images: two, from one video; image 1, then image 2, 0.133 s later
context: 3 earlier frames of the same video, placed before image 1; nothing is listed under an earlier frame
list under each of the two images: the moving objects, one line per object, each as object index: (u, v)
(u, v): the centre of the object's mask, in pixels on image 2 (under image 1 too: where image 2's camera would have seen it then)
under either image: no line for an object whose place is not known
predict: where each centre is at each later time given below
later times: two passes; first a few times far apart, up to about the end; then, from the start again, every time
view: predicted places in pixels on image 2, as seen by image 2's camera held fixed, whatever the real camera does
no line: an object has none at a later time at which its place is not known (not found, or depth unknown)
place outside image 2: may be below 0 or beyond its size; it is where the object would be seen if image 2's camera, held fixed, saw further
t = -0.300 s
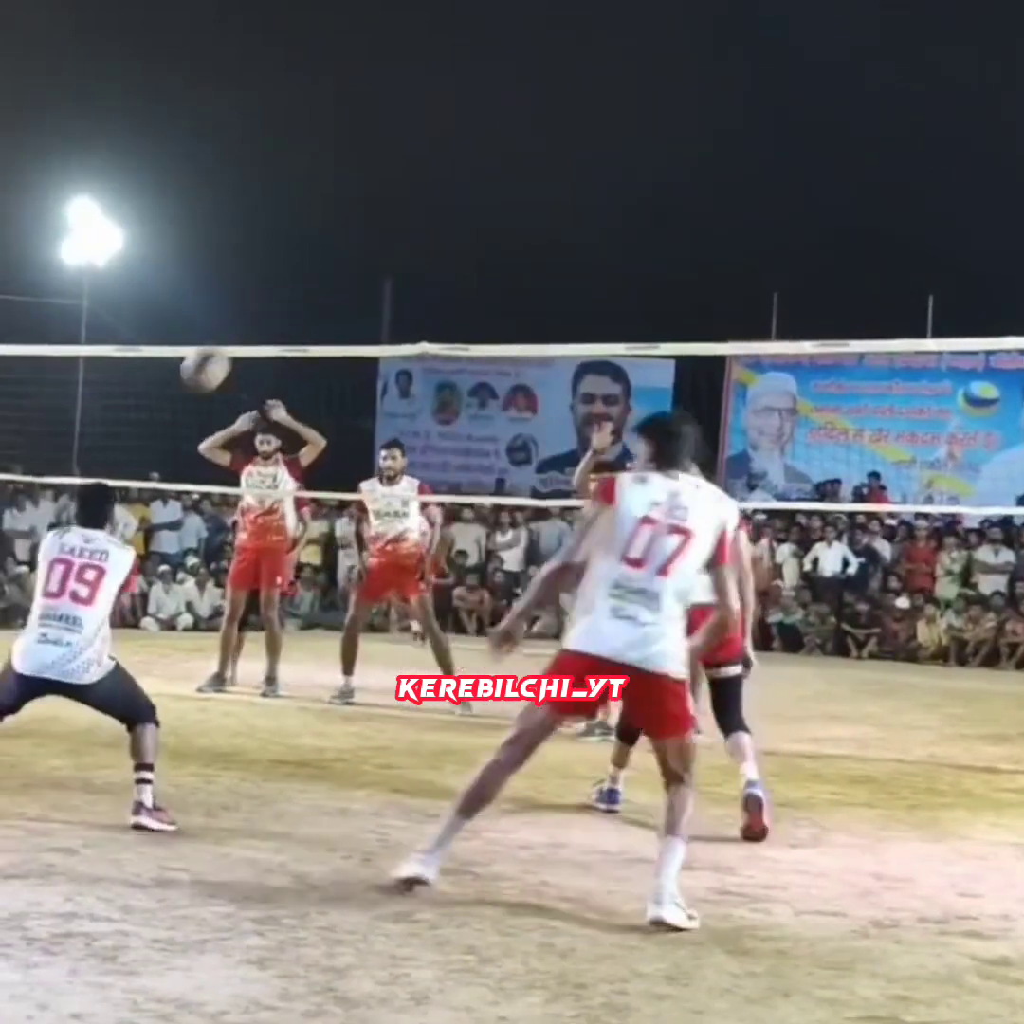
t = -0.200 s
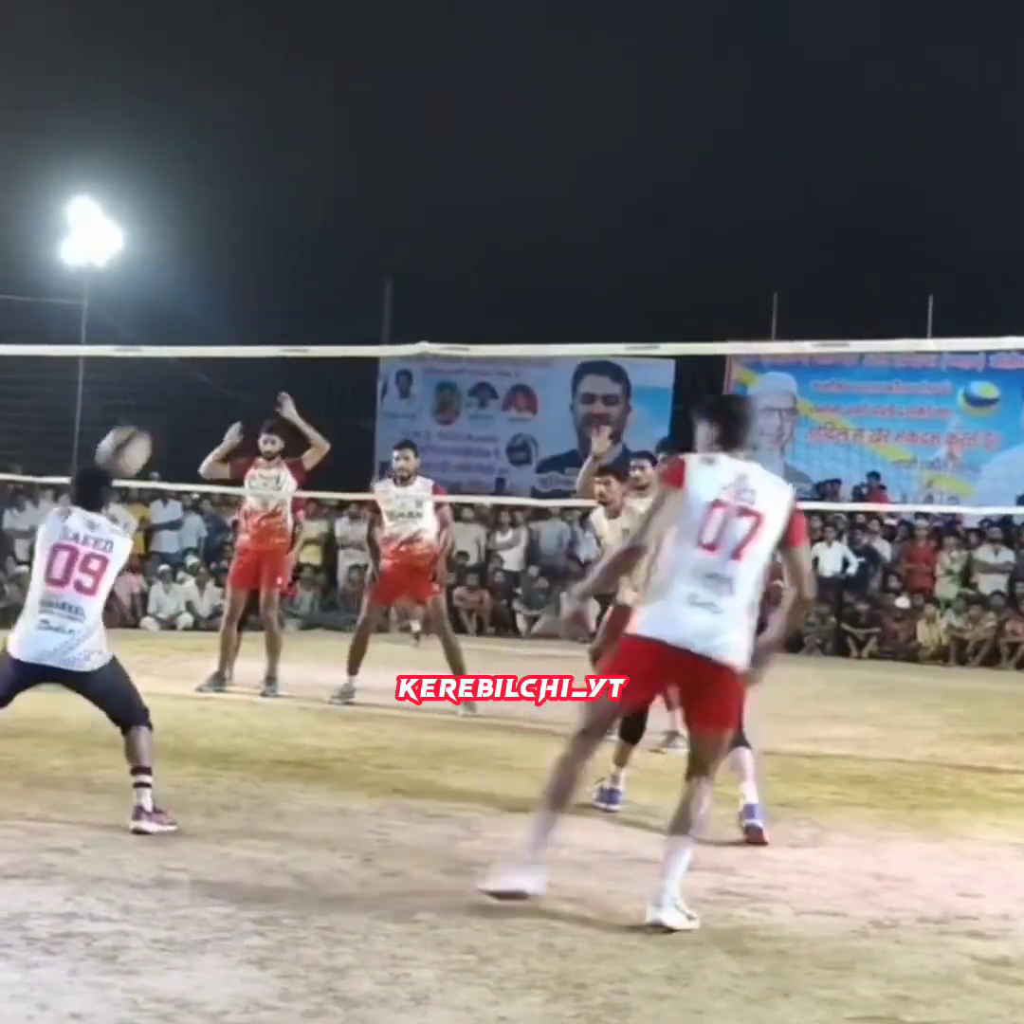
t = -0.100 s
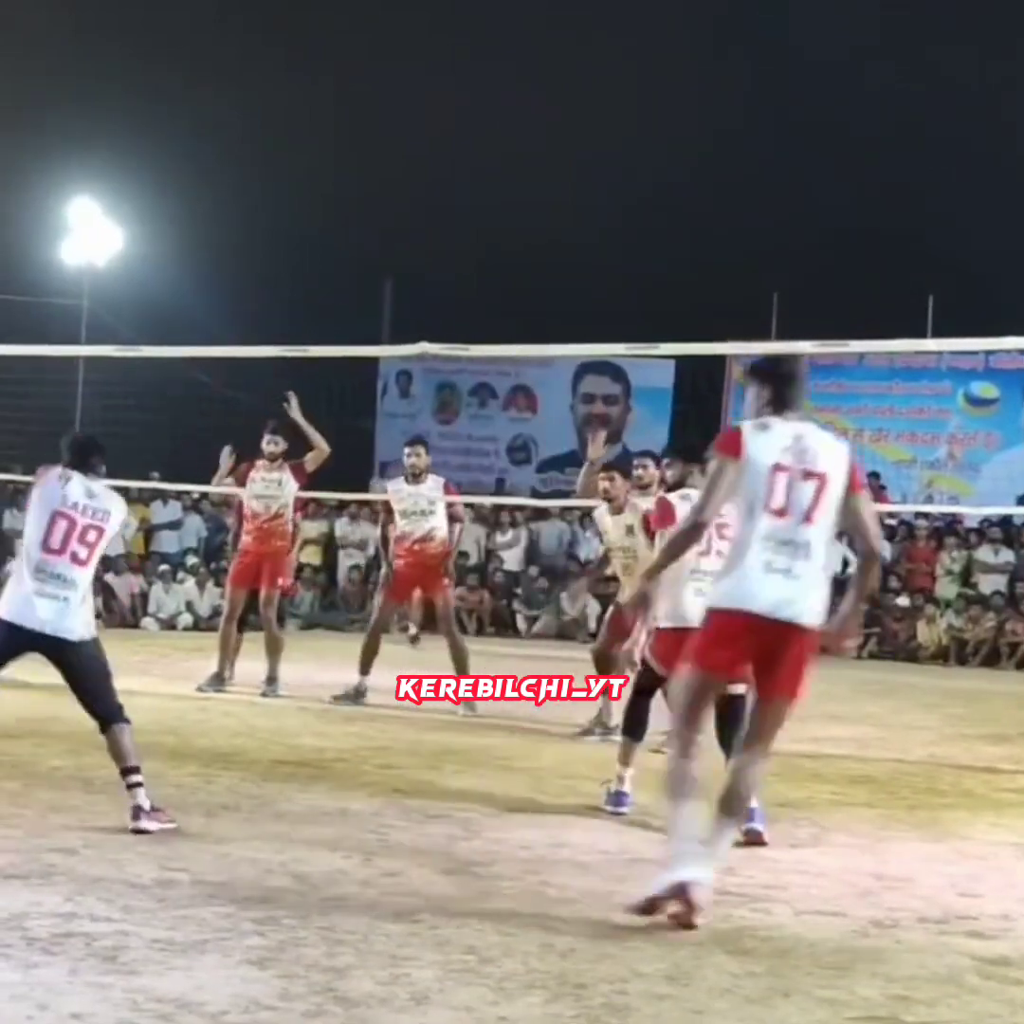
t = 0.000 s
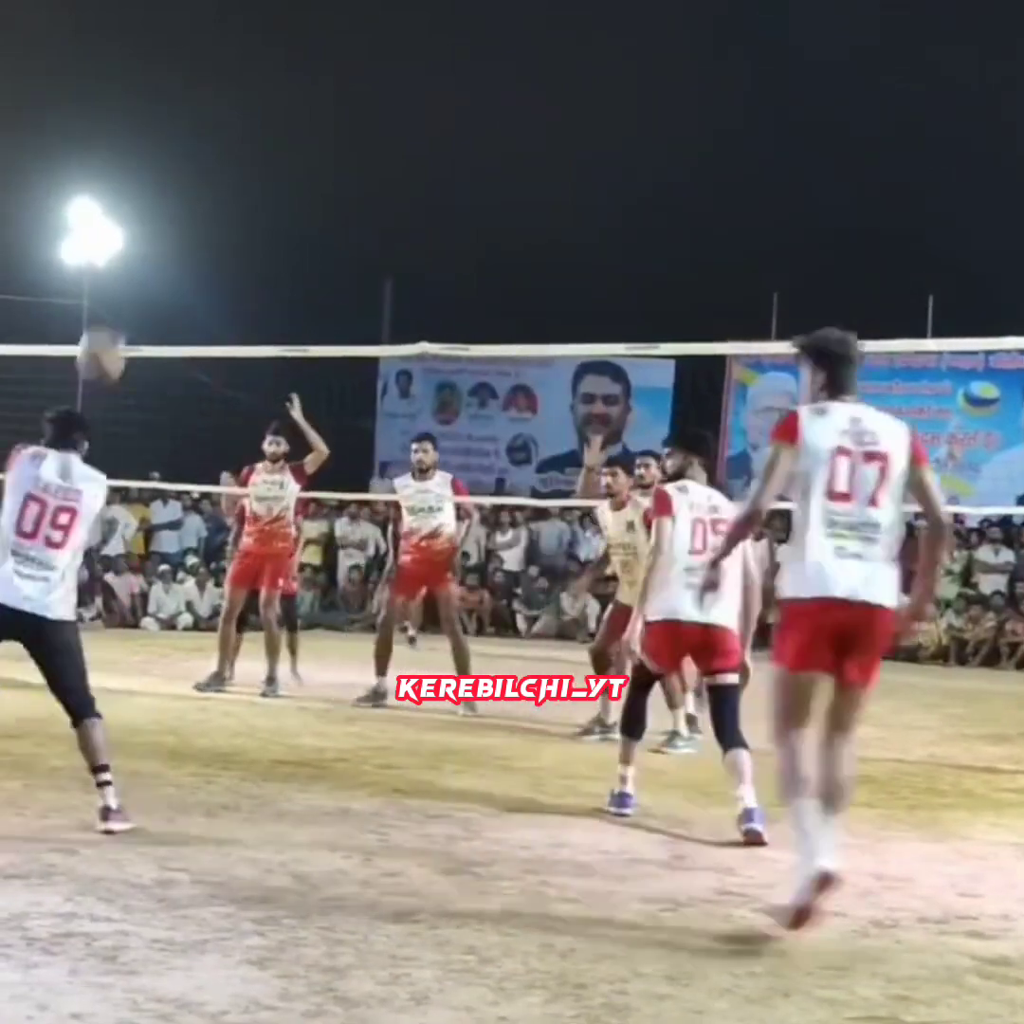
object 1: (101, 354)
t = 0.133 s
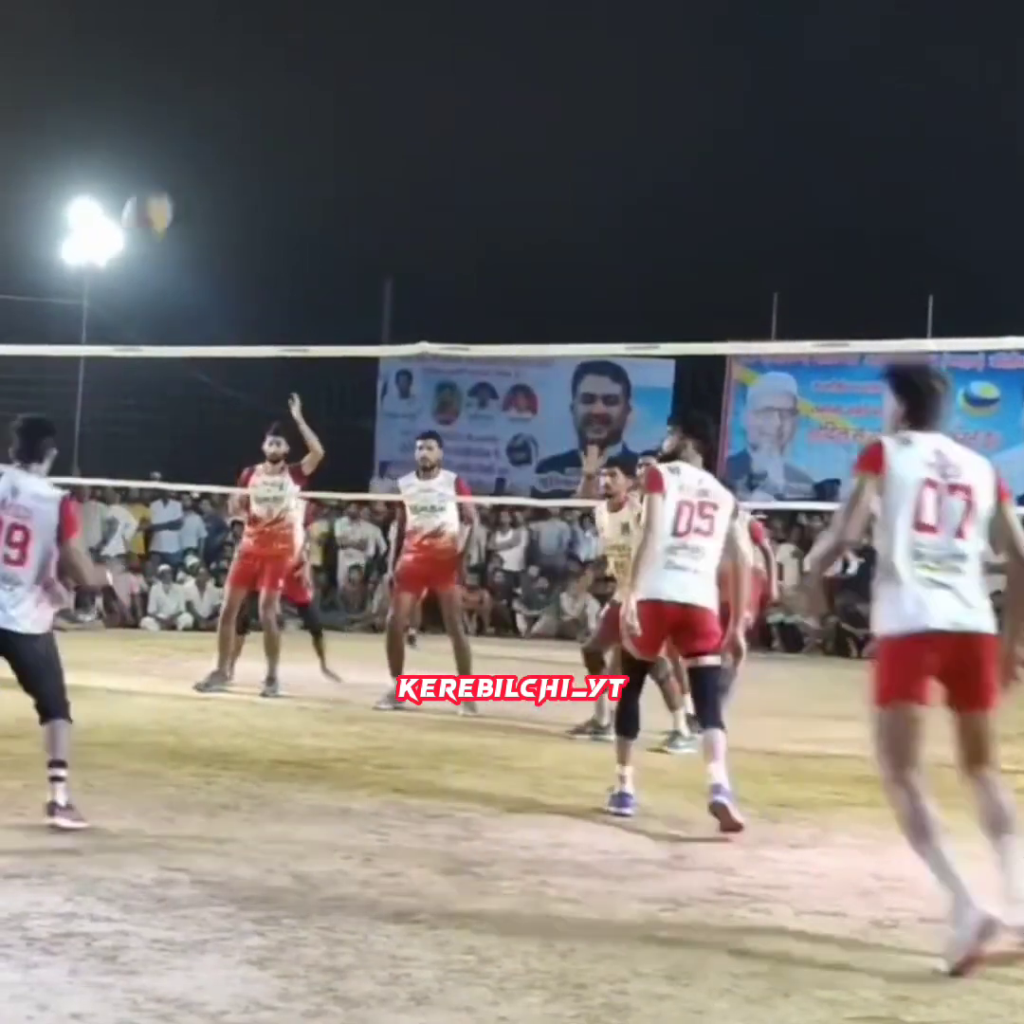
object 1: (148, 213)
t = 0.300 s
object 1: (197, 106)
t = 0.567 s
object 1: (260, 64)
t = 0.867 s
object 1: (316, 164)
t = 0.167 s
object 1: (159, 186)
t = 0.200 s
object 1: (168, 163)
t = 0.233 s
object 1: (178, 142)
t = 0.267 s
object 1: (188, 122)
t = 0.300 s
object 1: (197, 106)
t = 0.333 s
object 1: (206, 93)
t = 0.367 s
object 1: (214, 82)
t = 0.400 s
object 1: (222, 73)
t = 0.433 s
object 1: (230, 67)
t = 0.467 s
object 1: (238, 63)
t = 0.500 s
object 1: (246, 62)
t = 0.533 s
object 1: (253, 62)
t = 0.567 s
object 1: (260, 64)
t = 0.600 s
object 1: (267, 68)
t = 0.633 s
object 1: (274, 75)
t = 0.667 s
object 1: (281, 83)
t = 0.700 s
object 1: (287, 92)
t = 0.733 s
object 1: (294, 103)
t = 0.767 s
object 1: (299, 116)
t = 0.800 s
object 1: (305, 130)
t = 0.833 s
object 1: (310, 146)
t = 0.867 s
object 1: (316, 164)
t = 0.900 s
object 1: (321, 184)
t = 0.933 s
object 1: (326, 204)
